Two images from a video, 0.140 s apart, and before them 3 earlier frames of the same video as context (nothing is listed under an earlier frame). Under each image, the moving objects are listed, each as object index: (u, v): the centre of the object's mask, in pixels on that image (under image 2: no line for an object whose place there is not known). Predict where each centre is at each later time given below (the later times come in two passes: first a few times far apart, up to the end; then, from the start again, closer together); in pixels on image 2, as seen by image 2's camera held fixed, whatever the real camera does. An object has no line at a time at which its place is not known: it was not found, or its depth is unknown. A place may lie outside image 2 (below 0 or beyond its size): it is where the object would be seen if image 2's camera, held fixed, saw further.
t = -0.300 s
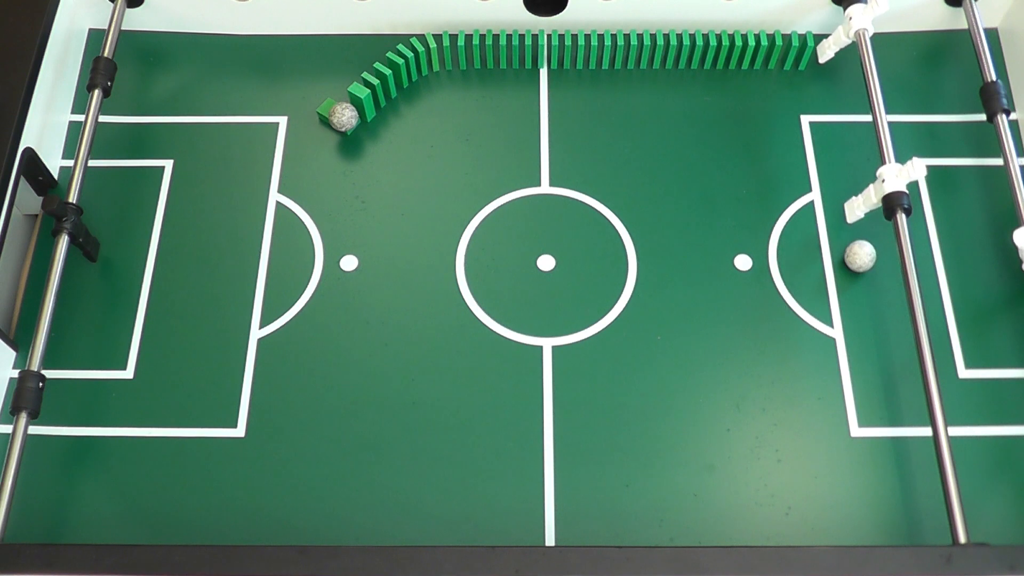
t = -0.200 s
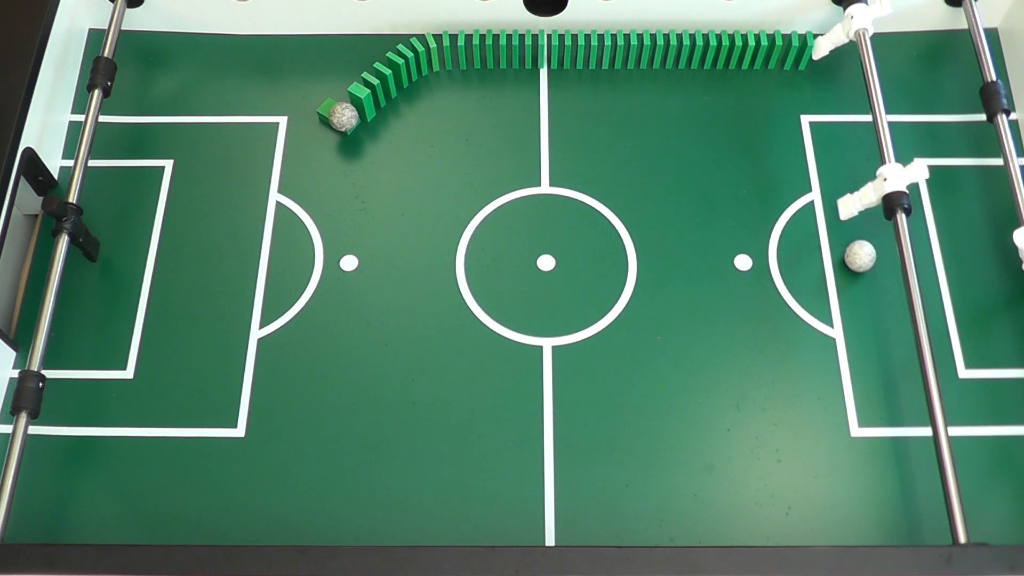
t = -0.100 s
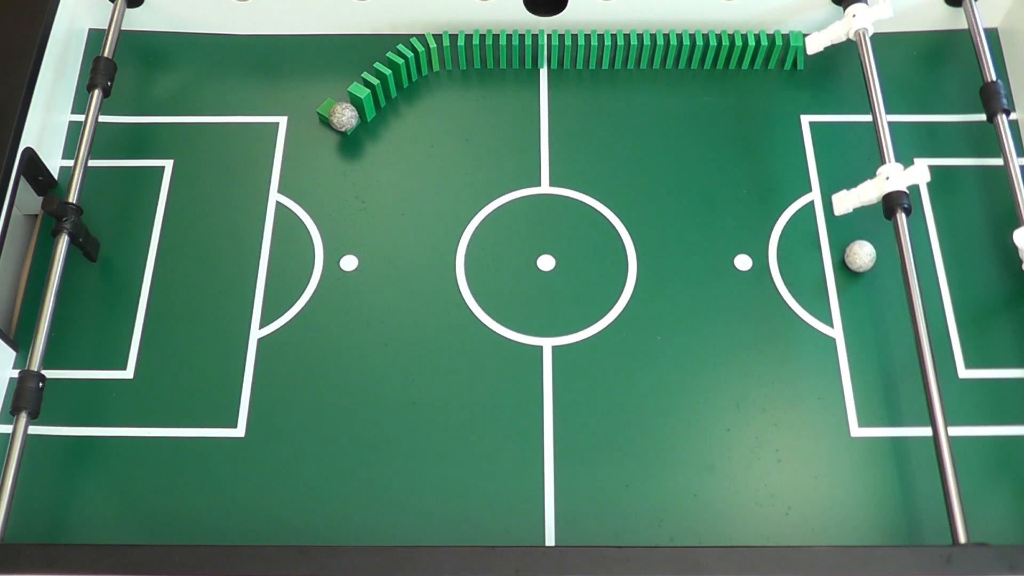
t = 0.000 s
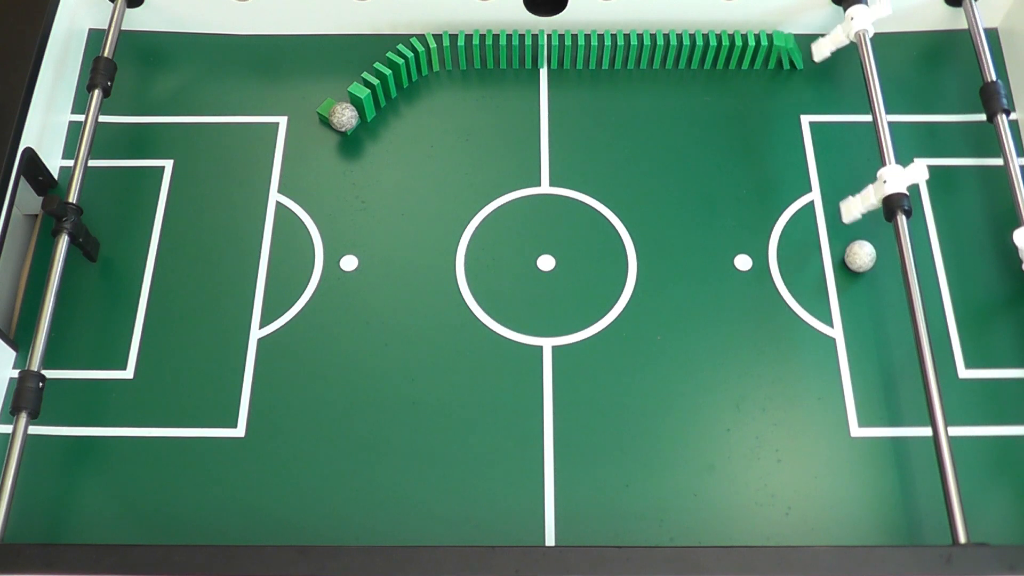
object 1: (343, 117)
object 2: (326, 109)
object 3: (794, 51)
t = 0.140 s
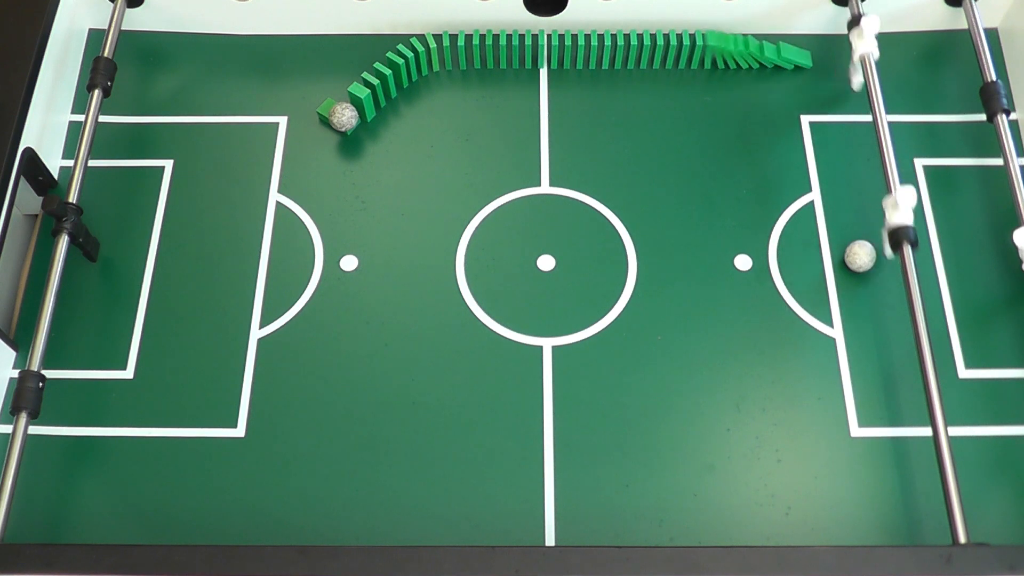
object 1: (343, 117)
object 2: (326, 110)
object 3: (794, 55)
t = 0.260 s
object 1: (343, 117)
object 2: (326, 110)
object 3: (805, 56)
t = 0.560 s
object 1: (343, 117)
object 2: (326, 110)
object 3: (810, 57)
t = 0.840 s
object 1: (303, 169)
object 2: (317, 139)
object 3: (810, 57)
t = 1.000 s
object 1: (270, 201)
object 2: (315, 142)
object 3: (810, 57)
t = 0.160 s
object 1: (343, 117)
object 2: (326, 110)
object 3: (796, 55)
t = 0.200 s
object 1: (343, 117)
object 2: (326, 110)
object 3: (800, 56)
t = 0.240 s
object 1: (343, 117)
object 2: (326, 110)
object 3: (803, 56)
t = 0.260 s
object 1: (343, 117)
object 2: (326, 110)
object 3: (805, 56)
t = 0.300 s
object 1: (343, 117)
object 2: (326, 110)
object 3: (808, 57)
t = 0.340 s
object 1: (343, 117)
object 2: (326, 110)
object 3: (810, 57)
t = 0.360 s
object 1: (343, 117)
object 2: (326, 110)
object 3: (810, 57)
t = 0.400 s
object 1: (343, 117)
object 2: (326, 110)
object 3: (810, 57)
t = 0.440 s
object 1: (343, 117)
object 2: (326, 110)
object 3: (810, 57)
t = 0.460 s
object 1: (343, 117)
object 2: (326, 109)
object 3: (810, 57)
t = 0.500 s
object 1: (343, 117)
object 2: (326, 110)
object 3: (810, 57)
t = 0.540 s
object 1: (343, 117)
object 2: (326, 110)
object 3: (810, 57)
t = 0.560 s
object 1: (343, 117)
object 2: (326, 110)
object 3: (810, 57)
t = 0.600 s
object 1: (341, 120)
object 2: (326, 109)
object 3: (810, 57)
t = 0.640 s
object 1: (337, 125)
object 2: (326, 109)
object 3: (810, 57)
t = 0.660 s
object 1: (335, 129)
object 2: (325, 110)
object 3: (810, 57)
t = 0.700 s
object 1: (329, 140)
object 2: (323, 116)
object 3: (810, 57)
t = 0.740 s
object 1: (322, 148)
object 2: (324, 127)
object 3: (810, 57)
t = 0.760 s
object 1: (318, 152)
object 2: (323, 130)
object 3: (810, 57)
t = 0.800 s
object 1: (310, 160)
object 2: (321, 136)
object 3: (810, 57)
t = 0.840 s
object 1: (303, 169)
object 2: (317, 139)
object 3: (810, 57)
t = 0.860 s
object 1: (298, 173)
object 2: (316, 140)
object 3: (810, 57)
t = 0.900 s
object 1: (291, 181)
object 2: (315, 142)
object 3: (810, 57)
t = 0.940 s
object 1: (283, 188)
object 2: (315, 142)
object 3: (810, 57)
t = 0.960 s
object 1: (279, 192)
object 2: (315, 142)
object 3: (810, 57)
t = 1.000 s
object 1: (270, 201)
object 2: (315, 142)
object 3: (810, 57)
